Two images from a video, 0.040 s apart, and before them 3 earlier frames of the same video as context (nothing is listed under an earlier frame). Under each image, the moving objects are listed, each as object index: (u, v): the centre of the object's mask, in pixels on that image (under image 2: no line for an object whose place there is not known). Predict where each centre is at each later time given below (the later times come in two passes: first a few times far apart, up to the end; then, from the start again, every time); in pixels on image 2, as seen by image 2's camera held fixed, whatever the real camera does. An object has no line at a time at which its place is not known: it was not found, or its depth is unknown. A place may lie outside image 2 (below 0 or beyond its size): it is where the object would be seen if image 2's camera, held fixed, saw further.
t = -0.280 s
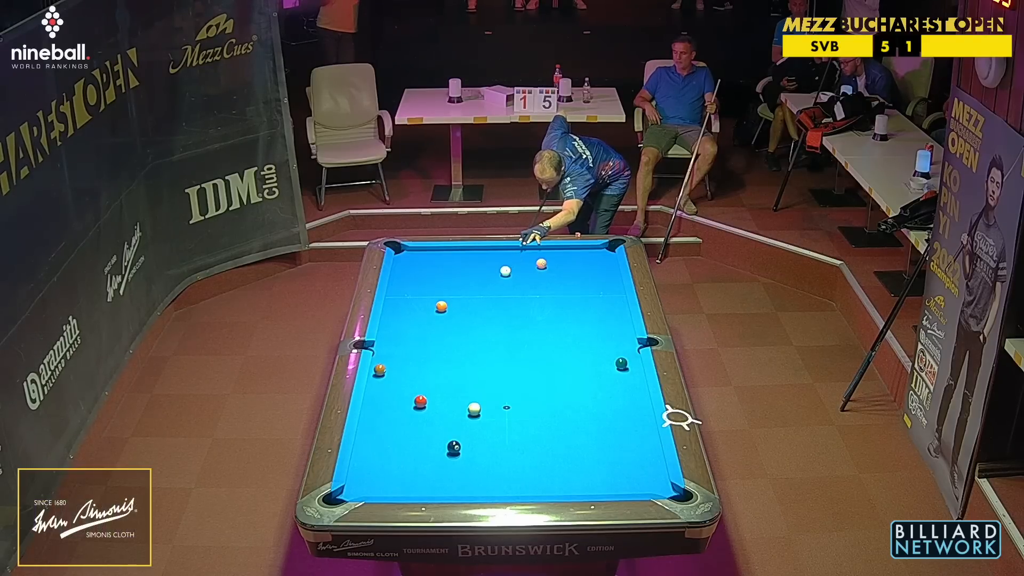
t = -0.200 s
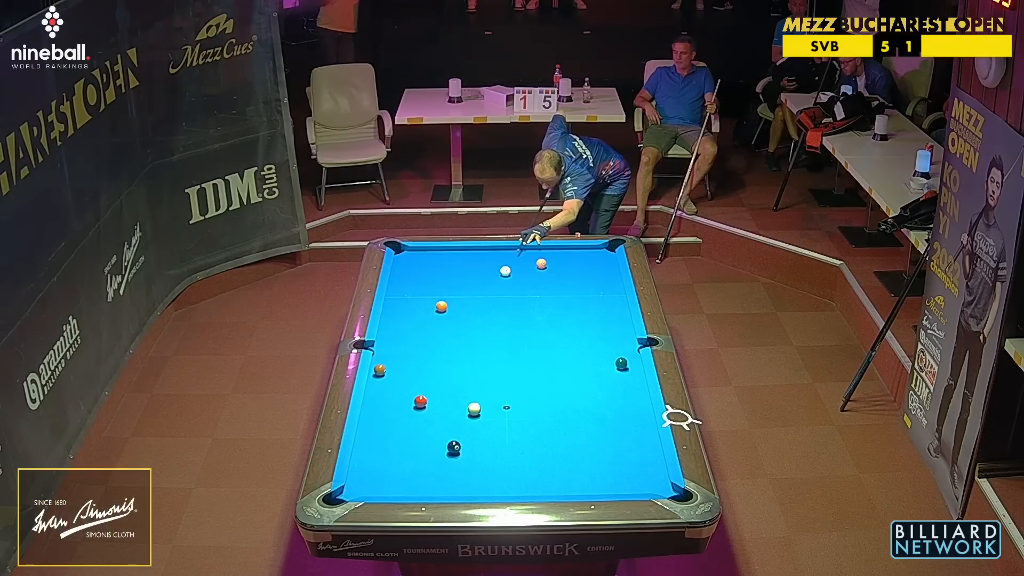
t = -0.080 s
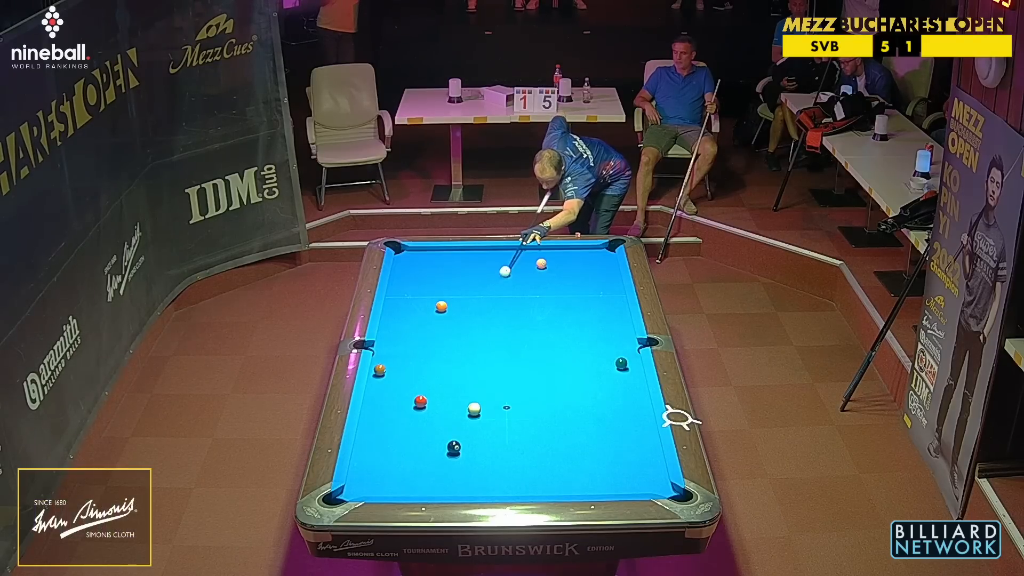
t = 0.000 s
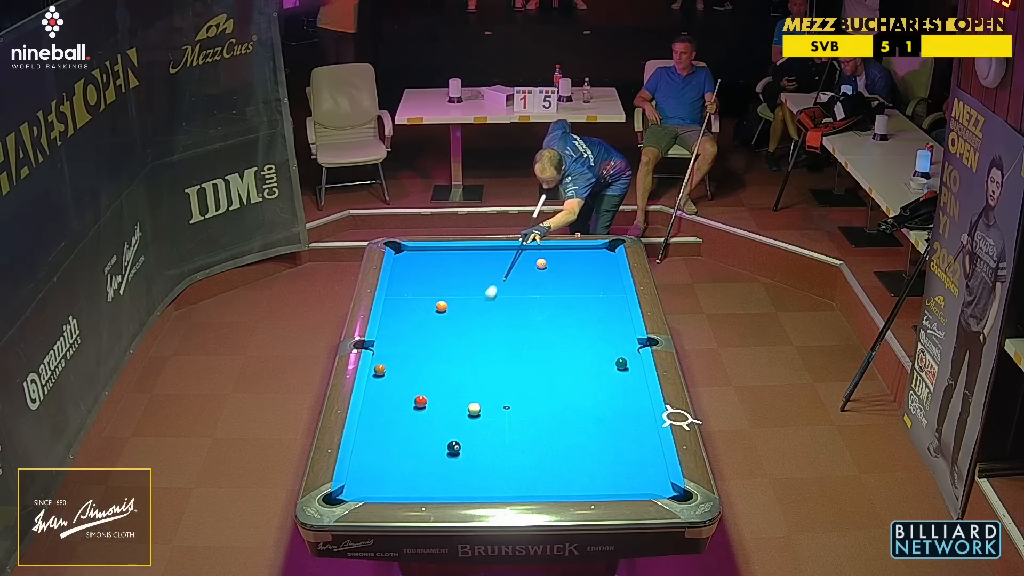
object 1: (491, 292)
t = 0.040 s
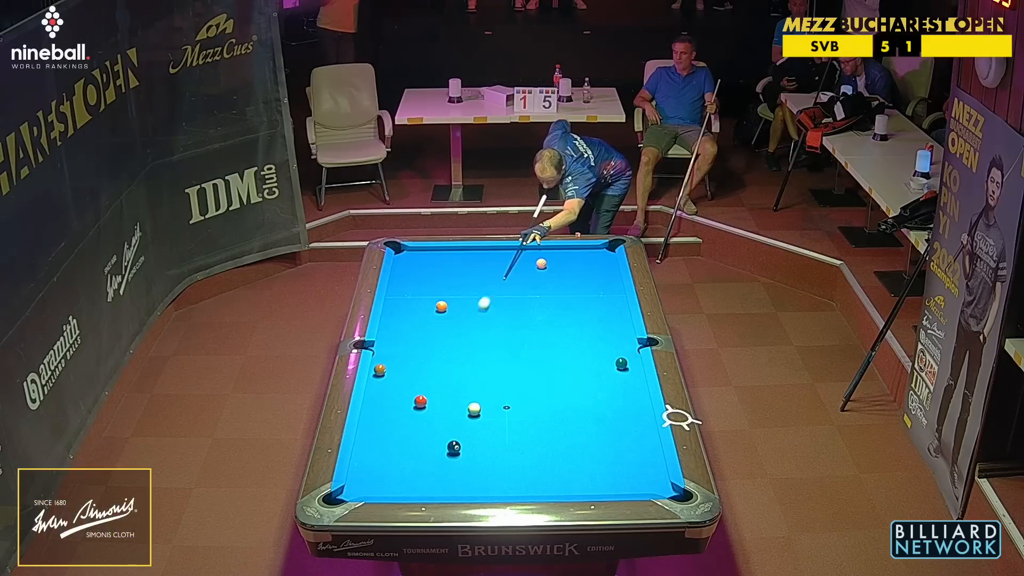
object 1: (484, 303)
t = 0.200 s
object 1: (454, 349)
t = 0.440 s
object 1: (425, 395)
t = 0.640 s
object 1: (426, 395)
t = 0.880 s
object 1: (426, 395)
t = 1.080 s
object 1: (427, 395)
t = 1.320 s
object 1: (426, 395)
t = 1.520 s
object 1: (426, 395)
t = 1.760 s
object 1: (426, 395)
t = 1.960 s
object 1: (426, 395)
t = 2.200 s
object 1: (426, 395)
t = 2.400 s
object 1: (426, 395)
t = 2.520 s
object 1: (426, 395)
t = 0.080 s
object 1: (477, 314)
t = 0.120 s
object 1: (469, 326)
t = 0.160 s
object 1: (462, 337)
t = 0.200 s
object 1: (454, 349)
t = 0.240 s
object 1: (446, 361)
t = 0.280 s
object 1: (438, 373)
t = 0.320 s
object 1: (430, 385)
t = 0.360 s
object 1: (425, 394)
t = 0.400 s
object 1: (425, 395)
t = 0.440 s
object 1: (425, 395)
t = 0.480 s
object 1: (425, 395)
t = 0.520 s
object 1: (425, 395)
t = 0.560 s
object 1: (425, 395)
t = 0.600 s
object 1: (426, 395)
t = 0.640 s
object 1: (426, 395)
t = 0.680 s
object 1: (426, 395)
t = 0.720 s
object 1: (426, 395)
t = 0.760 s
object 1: (426, 395)
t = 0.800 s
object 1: (426, 395)
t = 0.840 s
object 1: (426, 395)
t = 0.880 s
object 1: (426, 395)
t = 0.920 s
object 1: (427, 395)
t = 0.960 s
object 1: (427, 395)
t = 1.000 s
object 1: (427, 395)
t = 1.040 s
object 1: (426, 395)
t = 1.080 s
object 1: (427, 395)
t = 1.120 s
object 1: (426, 395)
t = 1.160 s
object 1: (427, 395)
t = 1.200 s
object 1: (427, 395)
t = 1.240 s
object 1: (427, 395)
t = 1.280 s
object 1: (426, 395)
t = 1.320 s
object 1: (426, 395)
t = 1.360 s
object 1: (426, 395)
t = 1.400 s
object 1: (426, 395)
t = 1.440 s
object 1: (426, 395)
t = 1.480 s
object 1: (426, 395)
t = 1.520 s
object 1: (426, 395)
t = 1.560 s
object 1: (426, 395)
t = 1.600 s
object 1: (426, 395)
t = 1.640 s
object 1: (426, 395)
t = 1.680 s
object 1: (426, 395)
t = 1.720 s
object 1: (426, 395)
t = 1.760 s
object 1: (426, 395)
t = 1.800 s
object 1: (426, 395)
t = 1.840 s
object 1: (426, 395)
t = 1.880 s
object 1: (426, 395)
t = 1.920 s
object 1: (426, 395)
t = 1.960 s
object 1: (426, 395)
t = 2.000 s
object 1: (426, 395)
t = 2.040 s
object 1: (426, 395)
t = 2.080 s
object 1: (426, 395)
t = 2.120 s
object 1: (426, 395)
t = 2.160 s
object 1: (426, 395)
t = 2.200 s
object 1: (426, 395)
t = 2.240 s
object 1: (426, 395)
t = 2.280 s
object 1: (426, 395)
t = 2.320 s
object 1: (426, 395)
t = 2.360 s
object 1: (426, 395)
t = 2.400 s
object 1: (426, 395)
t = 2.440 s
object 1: (426, 395)
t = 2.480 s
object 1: (426, 395)
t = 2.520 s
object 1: (426, 395)
